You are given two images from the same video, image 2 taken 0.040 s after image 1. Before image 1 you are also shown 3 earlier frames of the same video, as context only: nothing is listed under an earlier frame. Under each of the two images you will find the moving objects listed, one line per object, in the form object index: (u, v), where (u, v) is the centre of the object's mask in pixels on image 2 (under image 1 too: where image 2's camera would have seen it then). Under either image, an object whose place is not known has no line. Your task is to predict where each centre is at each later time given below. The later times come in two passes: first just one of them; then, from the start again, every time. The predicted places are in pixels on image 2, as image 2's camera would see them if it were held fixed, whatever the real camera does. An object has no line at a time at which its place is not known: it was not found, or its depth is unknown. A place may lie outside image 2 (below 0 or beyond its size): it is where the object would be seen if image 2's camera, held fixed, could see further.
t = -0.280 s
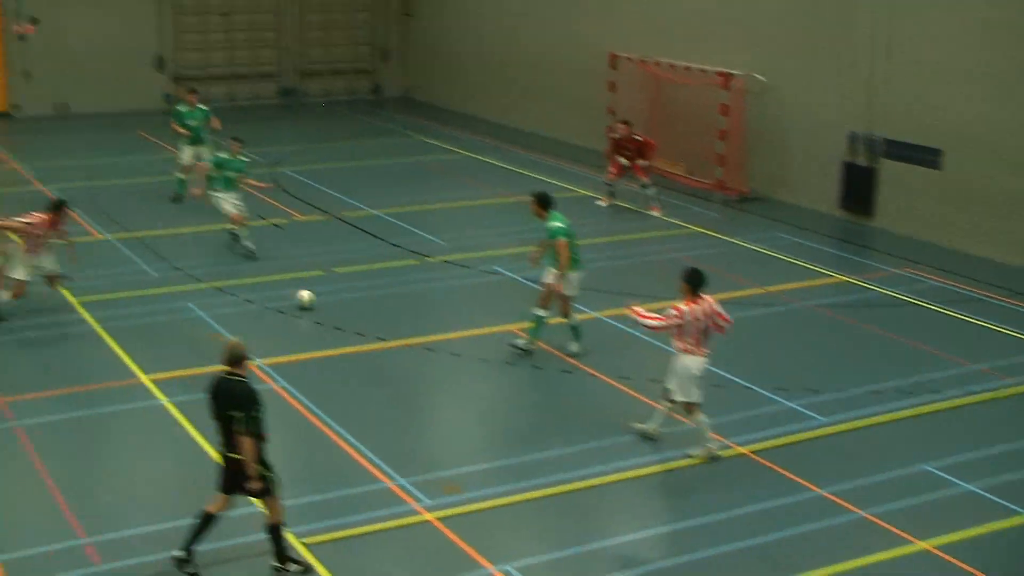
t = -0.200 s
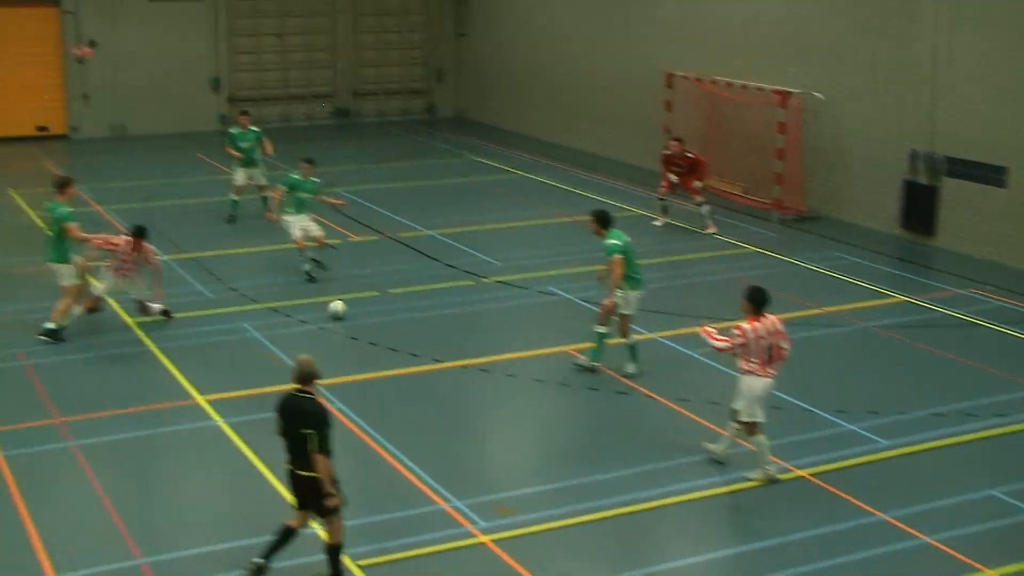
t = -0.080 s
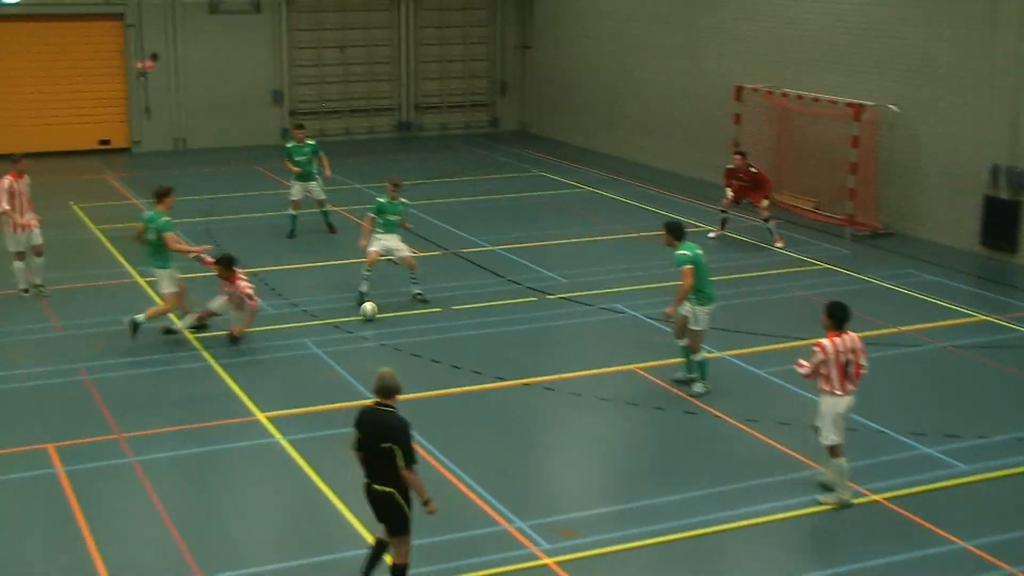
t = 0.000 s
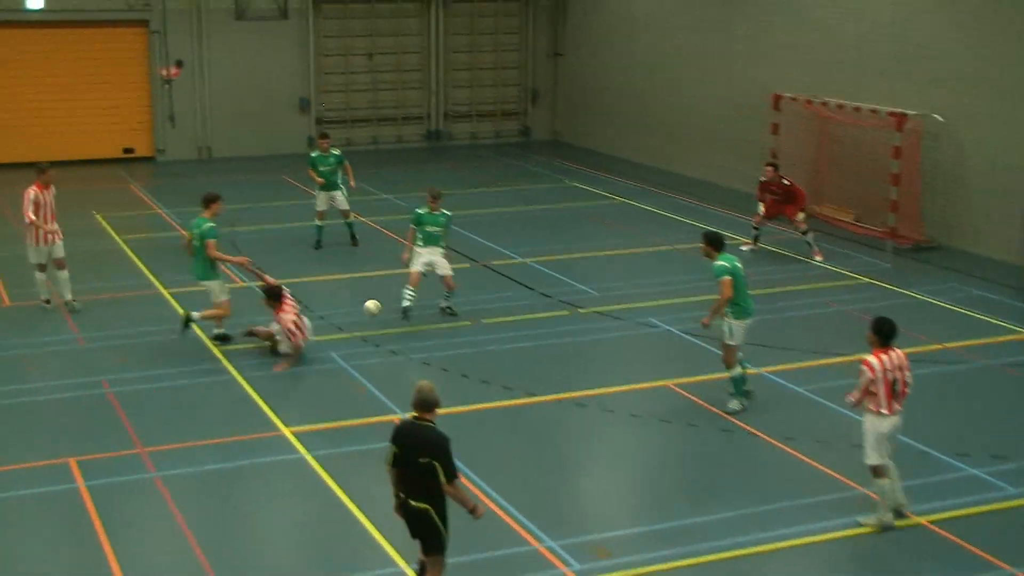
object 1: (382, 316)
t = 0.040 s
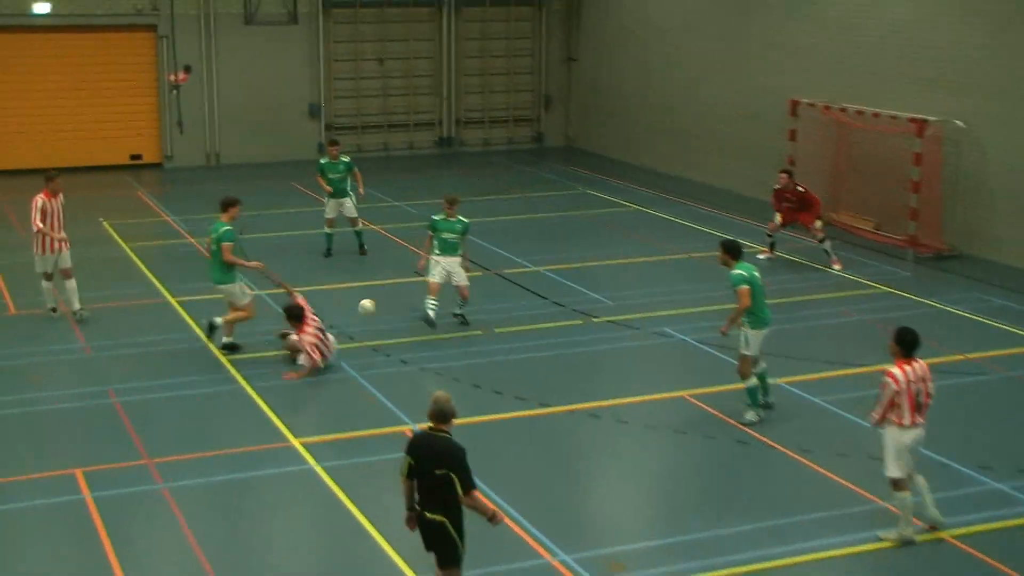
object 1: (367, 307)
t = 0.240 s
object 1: (297, 274)
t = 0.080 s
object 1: (352, 300)
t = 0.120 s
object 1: (335, 293)
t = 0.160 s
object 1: (320, 287)
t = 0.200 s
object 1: (308, 280)
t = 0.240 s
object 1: (297, 274)
